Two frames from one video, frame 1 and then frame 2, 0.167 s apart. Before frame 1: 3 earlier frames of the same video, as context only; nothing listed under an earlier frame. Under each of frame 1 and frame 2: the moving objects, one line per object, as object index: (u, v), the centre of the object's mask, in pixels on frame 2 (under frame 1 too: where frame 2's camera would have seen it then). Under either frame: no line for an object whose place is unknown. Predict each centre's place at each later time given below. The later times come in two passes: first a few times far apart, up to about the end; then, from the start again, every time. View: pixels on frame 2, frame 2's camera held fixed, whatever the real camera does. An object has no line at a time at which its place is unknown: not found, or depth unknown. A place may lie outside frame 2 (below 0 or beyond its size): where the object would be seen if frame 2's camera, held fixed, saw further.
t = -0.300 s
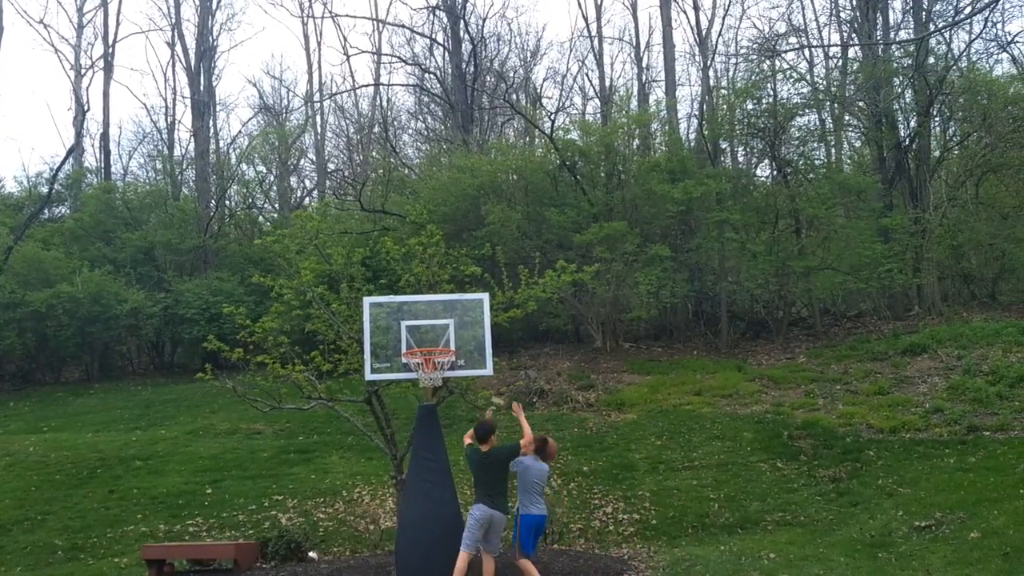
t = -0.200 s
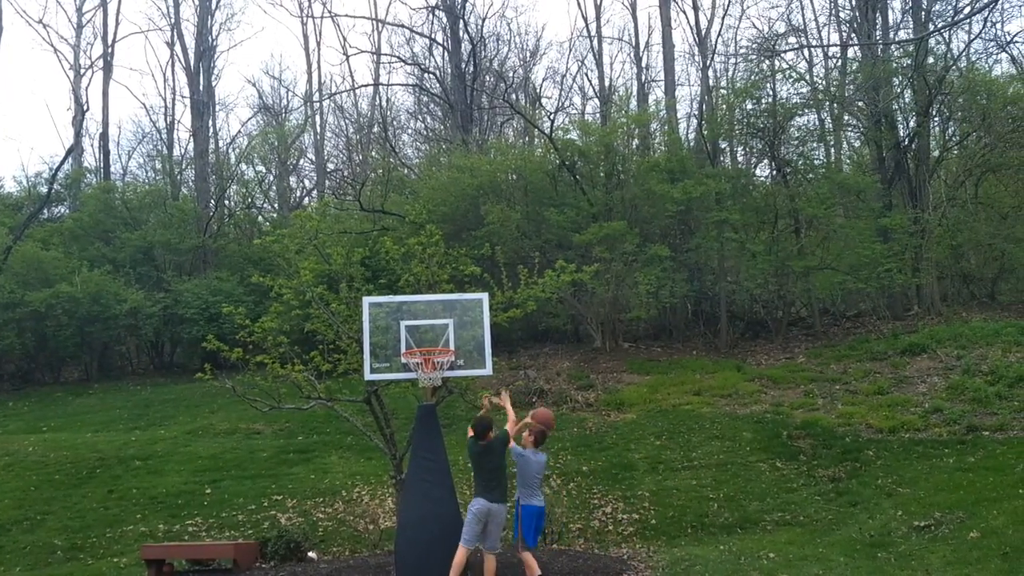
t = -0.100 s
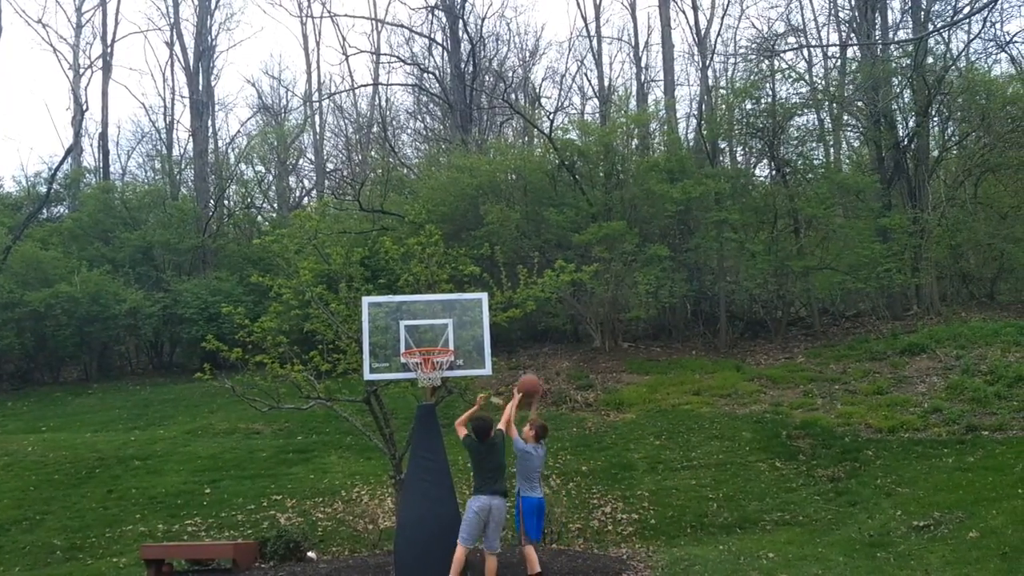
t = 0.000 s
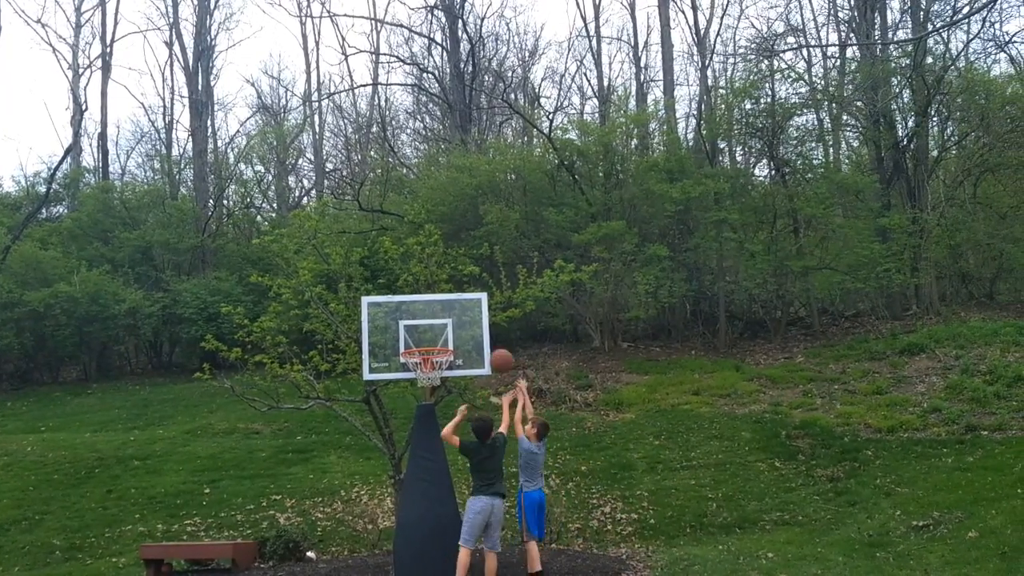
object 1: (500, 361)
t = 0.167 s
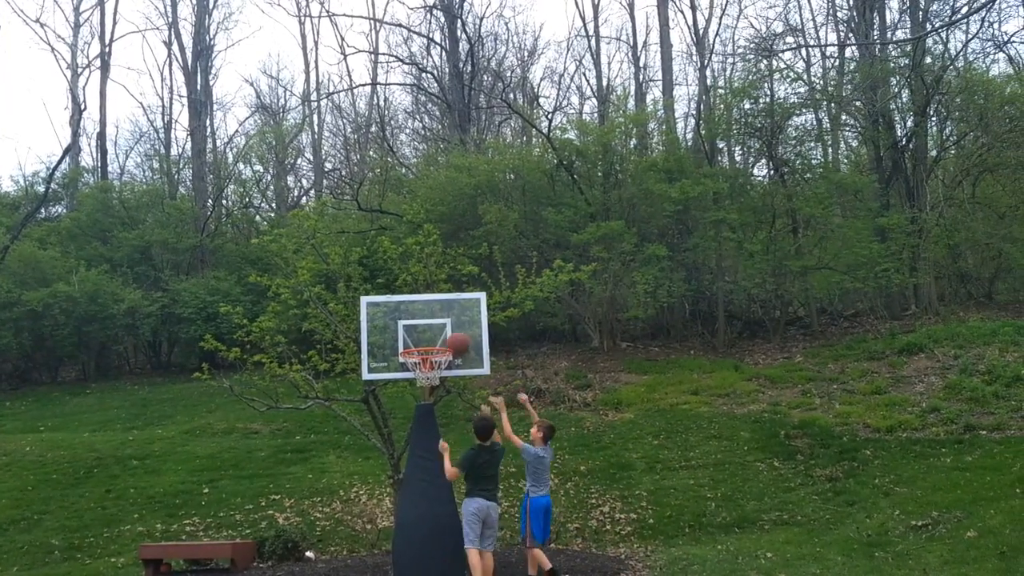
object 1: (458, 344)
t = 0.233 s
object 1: (448, 342)
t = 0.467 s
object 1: (445, 342)
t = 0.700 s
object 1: (444, 341)
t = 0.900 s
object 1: (447, 344)
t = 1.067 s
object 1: (451, 347)
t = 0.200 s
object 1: (452, 343)
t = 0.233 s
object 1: (448, 342)
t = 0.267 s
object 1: (447, 340)
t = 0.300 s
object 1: (447, 339)
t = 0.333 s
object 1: (445, 338)
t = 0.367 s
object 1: (446, 338)
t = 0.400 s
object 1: (445, 339)
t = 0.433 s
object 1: (445, 340)
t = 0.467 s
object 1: (445, 342)
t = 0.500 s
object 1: (445, 342)
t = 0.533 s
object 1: (445, 341)
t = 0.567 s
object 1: (445, 341)
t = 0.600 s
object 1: (444, 341)
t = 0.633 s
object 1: (445, 341)
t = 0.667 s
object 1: (445, 341)
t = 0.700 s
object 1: (444, 341)
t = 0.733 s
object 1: (445, 341)
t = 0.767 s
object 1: (445, 341)
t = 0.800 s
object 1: (445, 342)
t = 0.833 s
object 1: (445, 342)
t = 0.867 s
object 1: (447, 343)
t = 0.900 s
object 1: (447, 344)
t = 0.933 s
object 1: (448, 345)
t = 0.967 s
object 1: (449, 345)
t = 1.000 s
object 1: (450, 345)
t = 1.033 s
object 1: (451, 346)
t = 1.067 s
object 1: (451, 347)
